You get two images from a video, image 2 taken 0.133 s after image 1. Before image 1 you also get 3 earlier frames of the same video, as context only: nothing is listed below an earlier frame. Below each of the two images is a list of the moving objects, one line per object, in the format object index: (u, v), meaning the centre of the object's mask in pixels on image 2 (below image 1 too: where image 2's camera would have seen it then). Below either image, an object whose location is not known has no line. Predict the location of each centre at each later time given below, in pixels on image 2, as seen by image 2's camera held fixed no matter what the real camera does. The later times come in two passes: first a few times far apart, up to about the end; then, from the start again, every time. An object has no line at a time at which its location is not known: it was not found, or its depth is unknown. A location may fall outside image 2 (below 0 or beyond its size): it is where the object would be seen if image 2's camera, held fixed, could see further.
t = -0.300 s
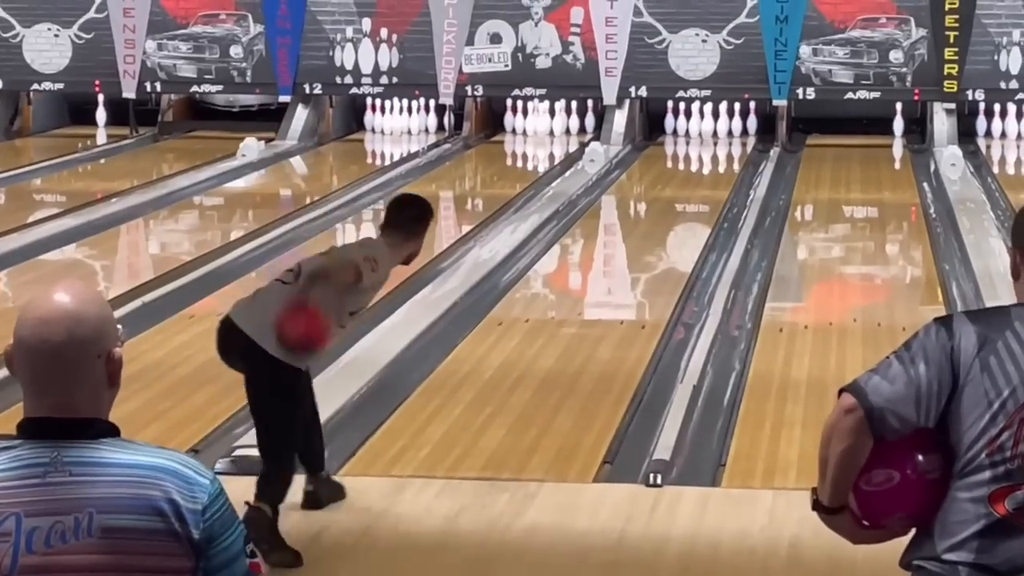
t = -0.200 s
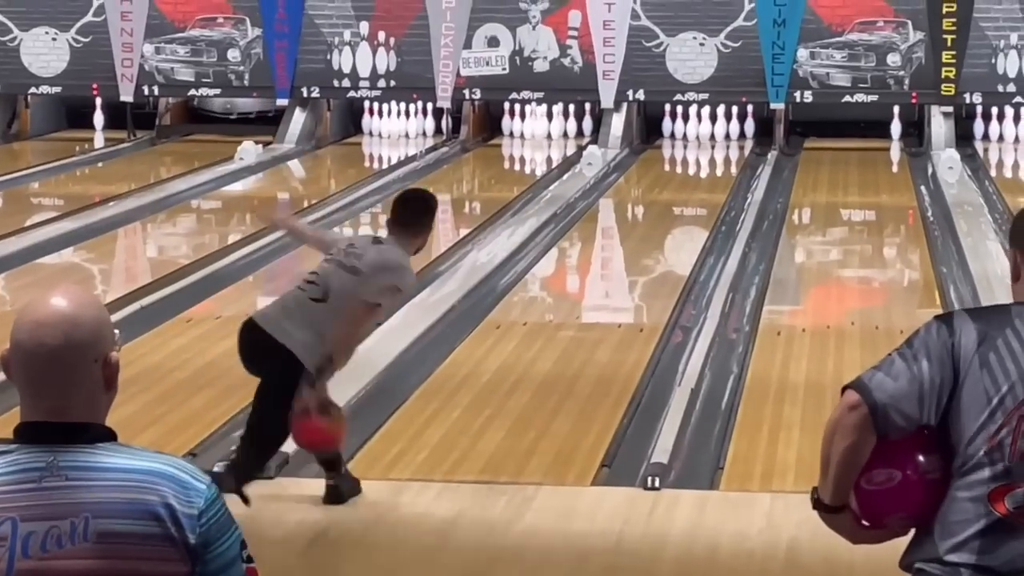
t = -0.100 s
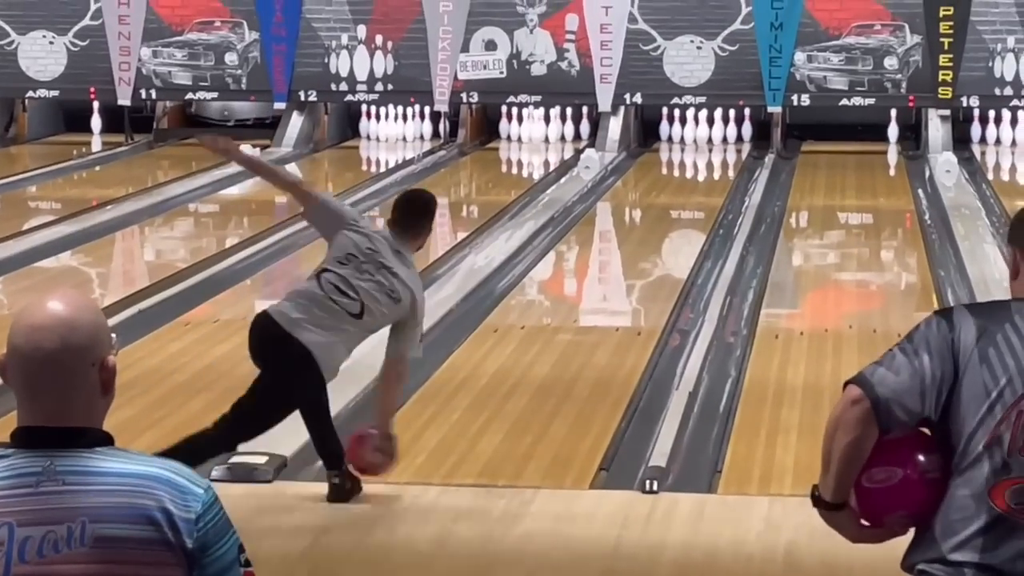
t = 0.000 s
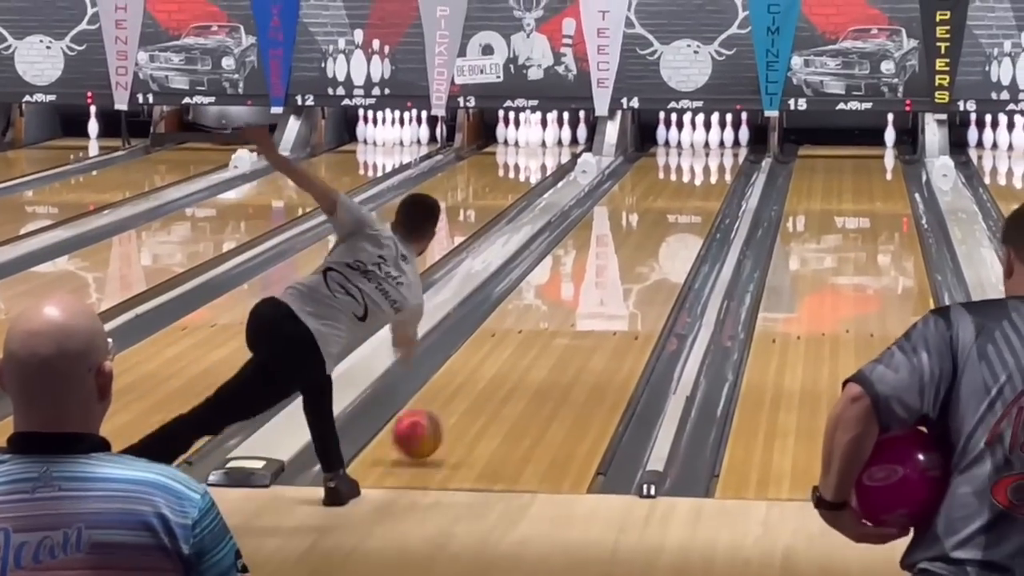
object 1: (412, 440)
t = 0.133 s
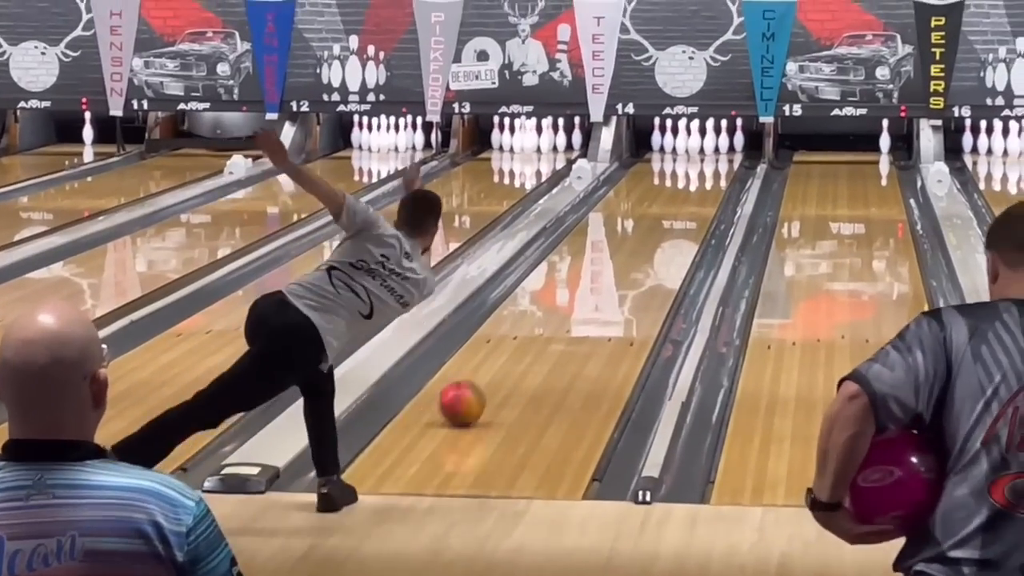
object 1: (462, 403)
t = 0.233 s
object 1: (493, 377)
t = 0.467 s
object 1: (553, 325)
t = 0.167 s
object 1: (472, 395)
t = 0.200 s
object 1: (483, 385)
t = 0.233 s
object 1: (493, 377)
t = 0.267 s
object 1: (503, 368)
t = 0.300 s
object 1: (512, 361)
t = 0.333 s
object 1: (521, 353)
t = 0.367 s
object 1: (530, 345)
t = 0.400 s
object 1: (537, 338)
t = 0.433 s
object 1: (545, 331)
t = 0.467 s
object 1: (553, 325)
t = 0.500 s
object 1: (560, 319)
